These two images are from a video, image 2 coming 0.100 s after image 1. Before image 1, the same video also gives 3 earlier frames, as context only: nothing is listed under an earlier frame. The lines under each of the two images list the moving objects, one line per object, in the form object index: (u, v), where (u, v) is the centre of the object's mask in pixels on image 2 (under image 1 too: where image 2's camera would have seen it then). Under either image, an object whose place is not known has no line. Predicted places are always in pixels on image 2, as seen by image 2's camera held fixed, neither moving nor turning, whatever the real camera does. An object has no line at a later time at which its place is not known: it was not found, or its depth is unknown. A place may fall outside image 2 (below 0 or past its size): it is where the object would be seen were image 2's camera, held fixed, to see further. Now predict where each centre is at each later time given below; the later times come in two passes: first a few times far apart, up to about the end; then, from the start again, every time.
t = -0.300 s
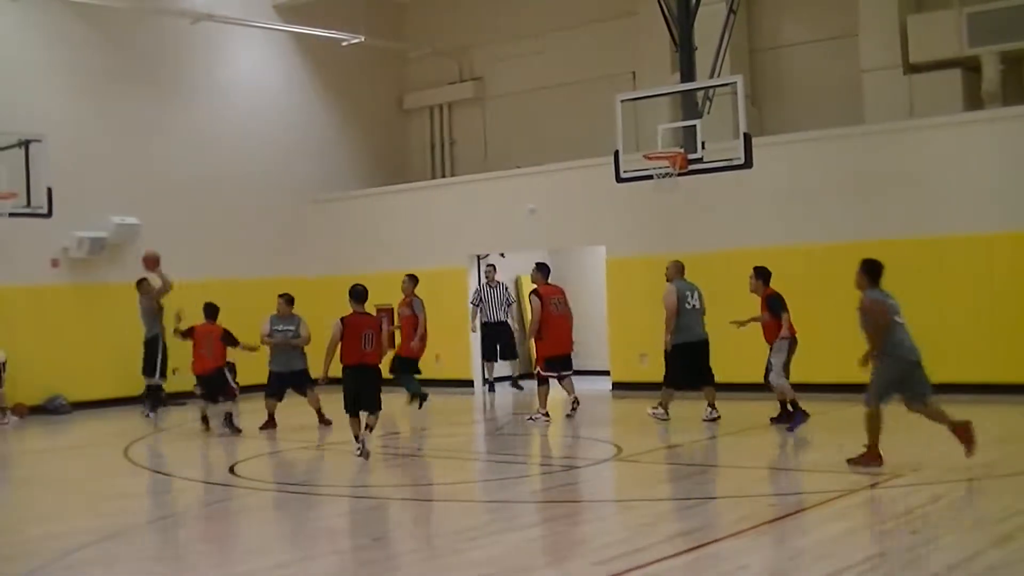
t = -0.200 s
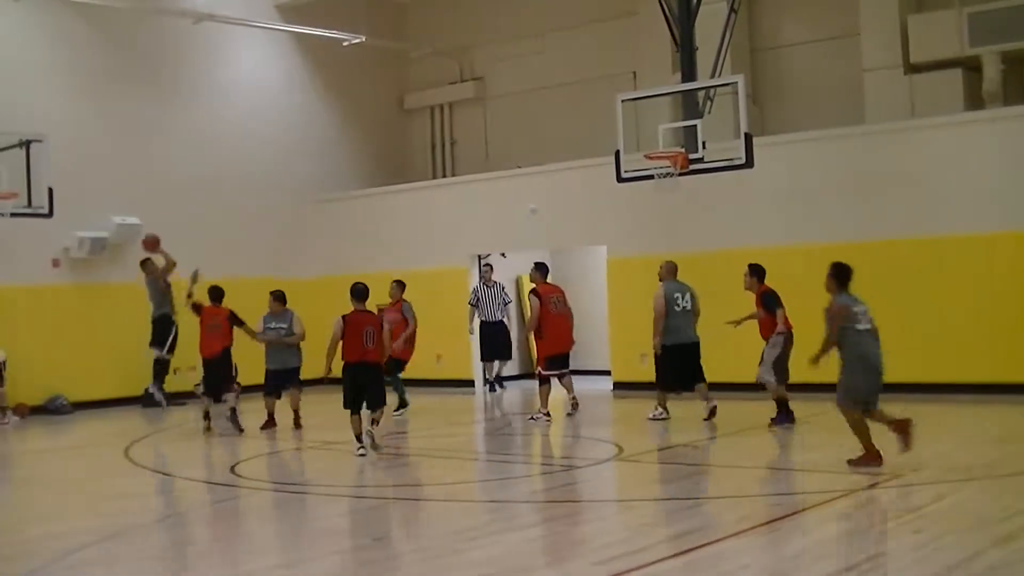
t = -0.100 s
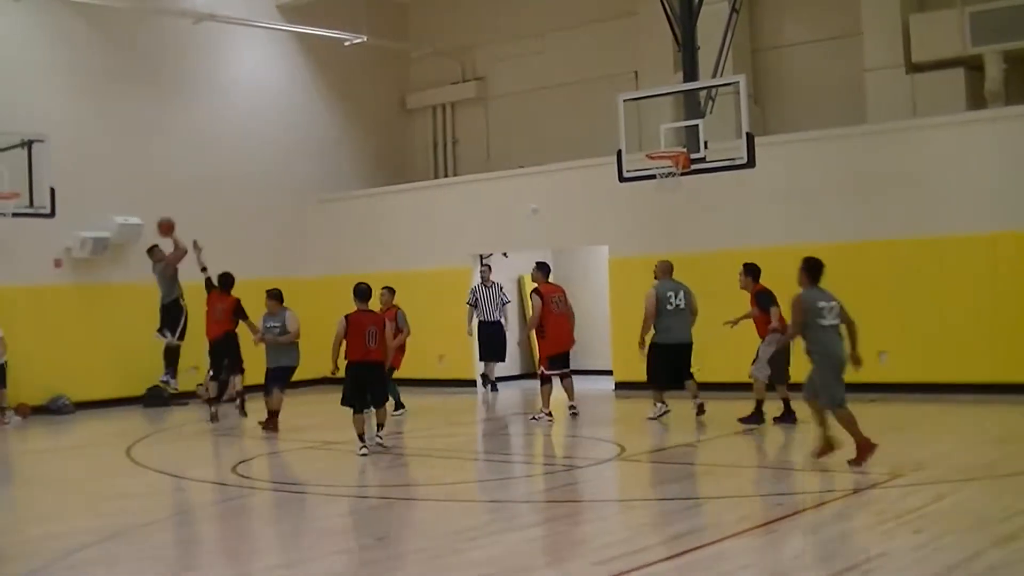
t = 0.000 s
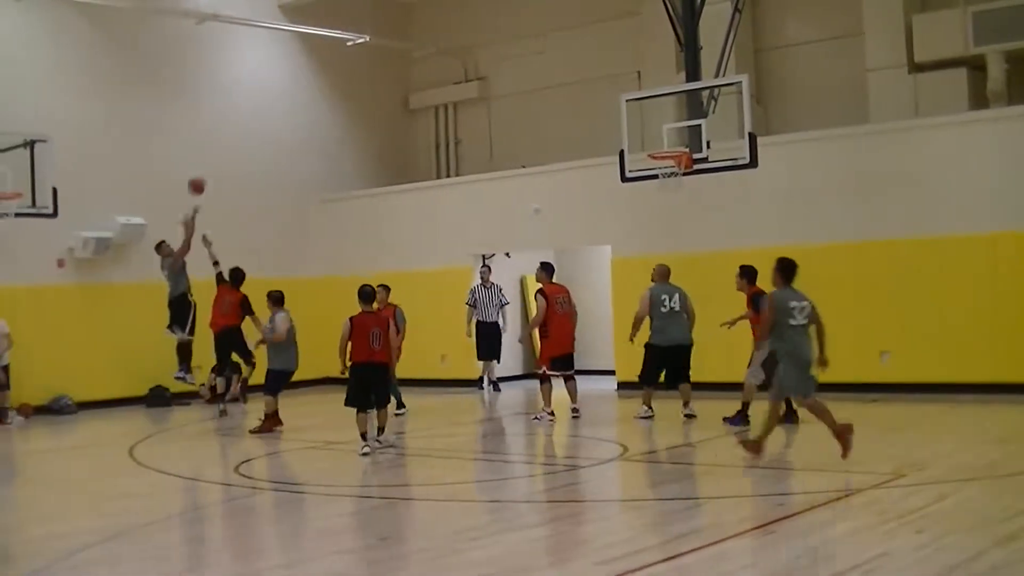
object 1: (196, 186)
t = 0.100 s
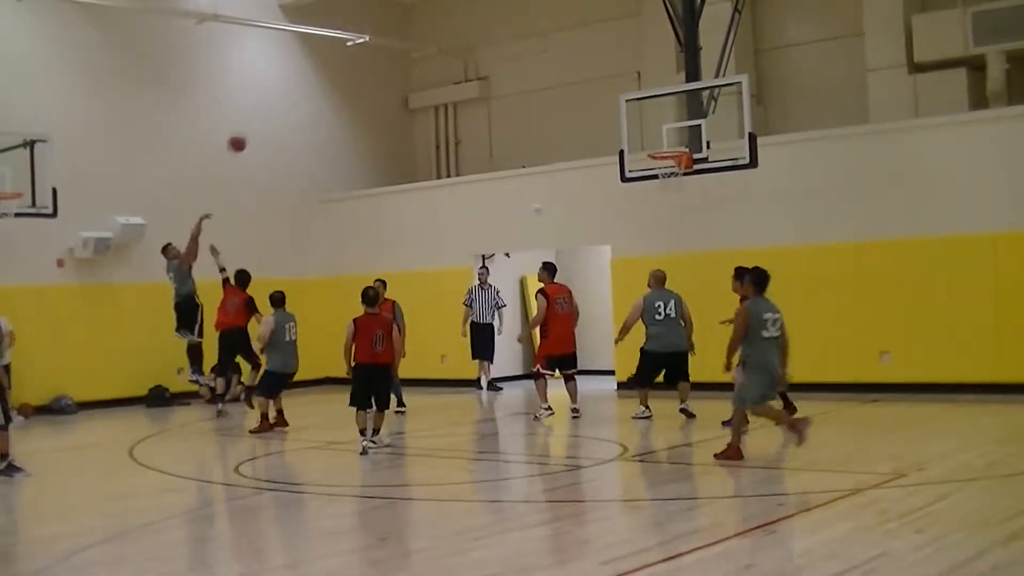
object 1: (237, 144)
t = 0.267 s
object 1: (306, 90)
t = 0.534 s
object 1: (420, 49)
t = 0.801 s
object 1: (536, 64)
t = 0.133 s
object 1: (252, 131)
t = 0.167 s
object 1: (265, 119)
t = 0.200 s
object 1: (278, 109)
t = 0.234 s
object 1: (292, 98)
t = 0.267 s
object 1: (306, 90)
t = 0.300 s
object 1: (320, 82)
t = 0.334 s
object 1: (334, 76)
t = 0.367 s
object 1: (348, 69)
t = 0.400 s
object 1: (363, 63)
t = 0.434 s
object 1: (376, 59)
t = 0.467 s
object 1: (391, 55)
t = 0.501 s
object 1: (405, 52)
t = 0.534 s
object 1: (420, 49)
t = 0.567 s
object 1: (434, 48)
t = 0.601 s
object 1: (448, 49)
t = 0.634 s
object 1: (463, 49)
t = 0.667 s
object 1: (477, 50)
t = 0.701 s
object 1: (492, 52)
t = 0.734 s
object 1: (506, 55)
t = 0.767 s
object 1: (522, 59)
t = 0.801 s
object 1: (536, 64)
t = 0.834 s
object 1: (551, 70)
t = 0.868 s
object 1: (566, 77)
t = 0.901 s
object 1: (581, 84)
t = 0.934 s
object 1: (596, 93)
